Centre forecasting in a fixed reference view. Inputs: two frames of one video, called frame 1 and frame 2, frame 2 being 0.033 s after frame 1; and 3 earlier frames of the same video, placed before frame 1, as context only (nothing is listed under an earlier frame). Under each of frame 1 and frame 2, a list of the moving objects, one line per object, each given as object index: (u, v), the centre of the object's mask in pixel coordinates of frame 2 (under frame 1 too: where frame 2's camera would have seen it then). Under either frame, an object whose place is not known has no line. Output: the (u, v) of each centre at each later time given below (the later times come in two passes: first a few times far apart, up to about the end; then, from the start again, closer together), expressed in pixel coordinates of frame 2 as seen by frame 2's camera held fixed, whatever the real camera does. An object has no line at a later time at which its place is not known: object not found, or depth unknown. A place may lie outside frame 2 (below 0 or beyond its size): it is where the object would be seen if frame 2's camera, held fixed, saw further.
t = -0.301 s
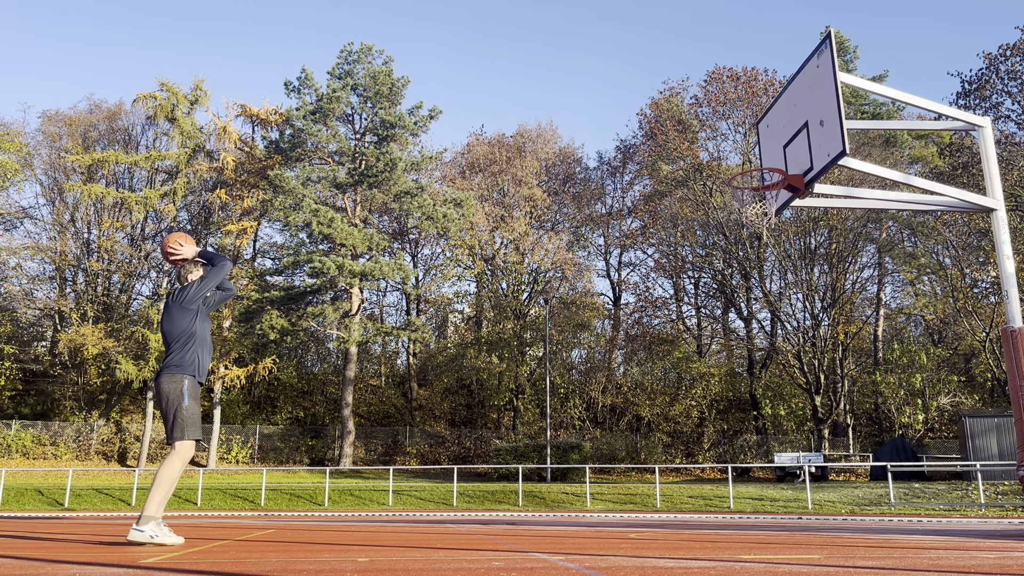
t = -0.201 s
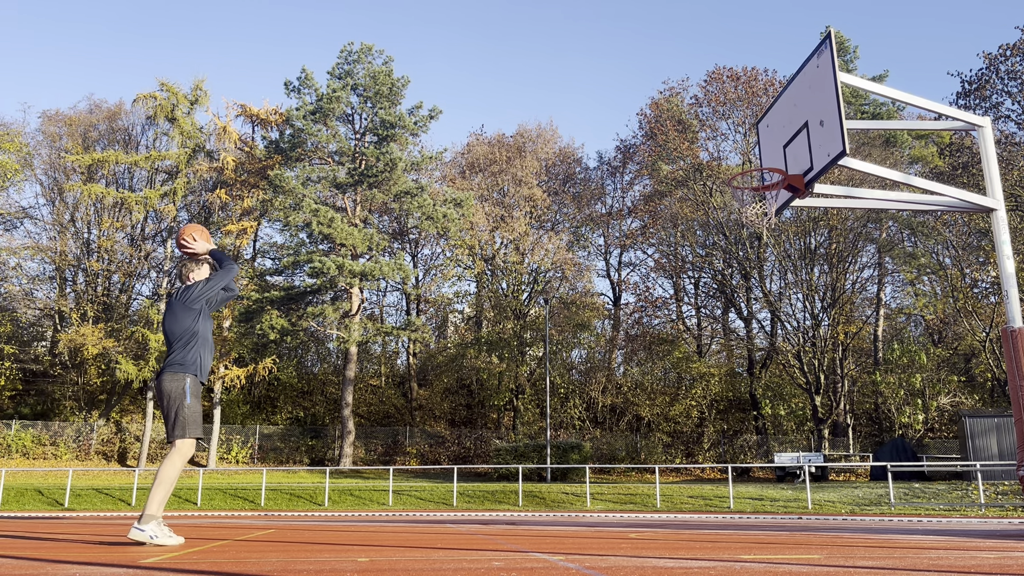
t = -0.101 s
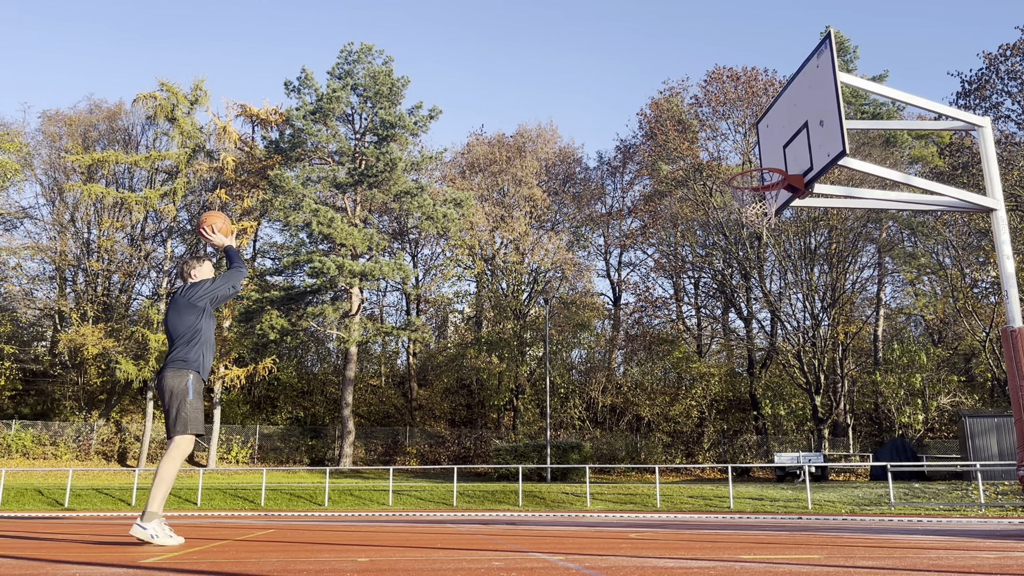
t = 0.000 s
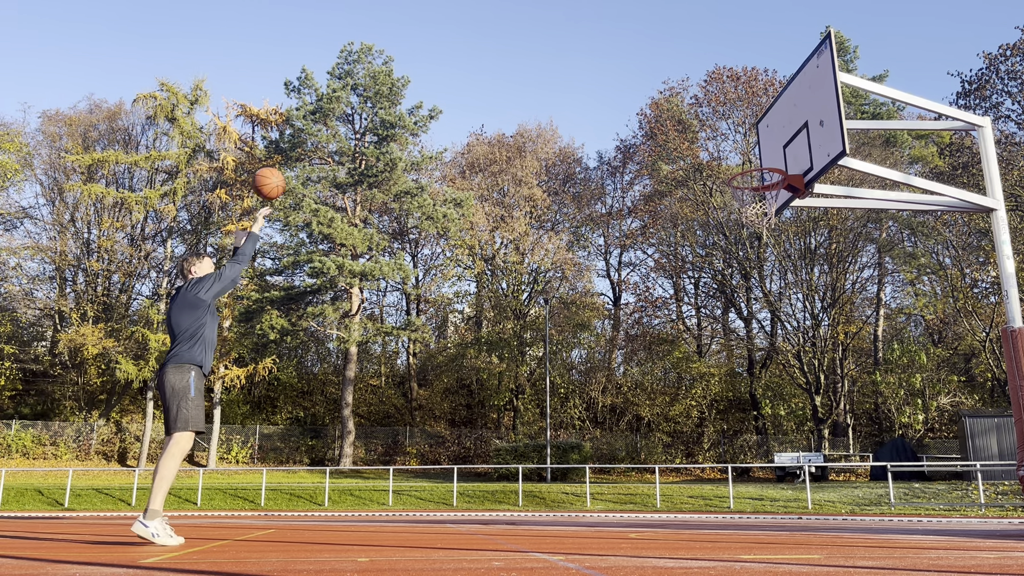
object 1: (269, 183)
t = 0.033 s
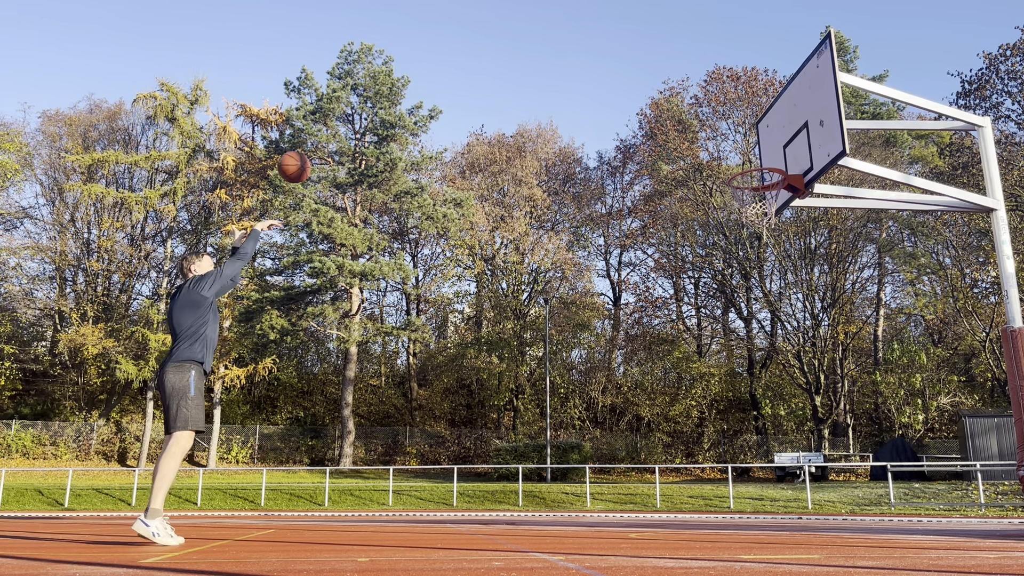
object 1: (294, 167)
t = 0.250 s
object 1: (445, 100)
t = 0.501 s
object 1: (595, 94)
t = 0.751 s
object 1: (732, 154)
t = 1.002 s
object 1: (745, 212)
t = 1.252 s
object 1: (758, 213)
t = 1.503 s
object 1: (773, 211)
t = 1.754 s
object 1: (752, 229)
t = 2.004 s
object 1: (732, 314)
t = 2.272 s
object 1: (716, 489)
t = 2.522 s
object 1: (695, 427)
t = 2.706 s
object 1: (679, 388)
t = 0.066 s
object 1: (319, 152)
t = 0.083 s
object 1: (331, 146)
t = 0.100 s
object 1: (344, 140)
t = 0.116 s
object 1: (355, 134)
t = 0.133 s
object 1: (367, 128)
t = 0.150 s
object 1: (379, 123)
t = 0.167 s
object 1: (390, 118)
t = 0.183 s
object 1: (401, 114)
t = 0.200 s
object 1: (413, 110)
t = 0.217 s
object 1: (423, 106)
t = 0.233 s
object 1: (434, 103)
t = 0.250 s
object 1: (445, 100)
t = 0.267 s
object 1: (455, 97)
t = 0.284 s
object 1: (466, 95)
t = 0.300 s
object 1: (476, 93)
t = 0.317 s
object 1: (487, 91)
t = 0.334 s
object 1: (497, 90)
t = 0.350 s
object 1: (507, 89)
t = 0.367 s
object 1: (517, 88)
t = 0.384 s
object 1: (527, 88)
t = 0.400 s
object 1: (537, 88)
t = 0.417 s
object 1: (547, 88)
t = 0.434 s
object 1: (557, 89)
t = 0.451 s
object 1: (566, 90)
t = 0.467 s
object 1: (576, 91)
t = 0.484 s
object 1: (585, 92)
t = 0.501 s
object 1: (595, 94)
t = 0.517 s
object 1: (605, 96)
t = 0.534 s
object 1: (614, 99)
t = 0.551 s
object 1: (623, 101)
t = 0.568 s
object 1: (633, 104)
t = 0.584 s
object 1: (642, 108)
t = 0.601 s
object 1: (651, 111)
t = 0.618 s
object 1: (660, 114)
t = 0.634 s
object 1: (670, 118)
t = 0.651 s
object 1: (679, 122)
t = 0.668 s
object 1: (688, 127)
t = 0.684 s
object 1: (697, 132)
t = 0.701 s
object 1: (705, 137)
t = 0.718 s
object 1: (714, 142)
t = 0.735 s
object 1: (723, 148)
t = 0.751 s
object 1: (732, 154)
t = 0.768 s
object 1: (741, 159)
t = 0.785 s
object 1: (751, 166)
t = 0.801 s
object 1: (759, 173)
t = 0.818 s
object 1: (767, 181)
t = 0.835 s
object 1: (772, 186)
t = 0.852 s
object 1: (774, 190)
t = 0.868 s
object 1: (767, 207)
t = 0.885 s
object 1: (769, 210)
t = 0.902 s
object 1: (765, 213)
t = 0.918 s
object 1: (763, 214)
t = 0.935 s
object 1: (757, 213)
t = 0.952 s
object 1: (753, 214)
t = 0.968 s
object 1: (749, 213)
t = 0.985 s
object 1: (749, 212)
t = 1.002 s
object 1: (745, 212)
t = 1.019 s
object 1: (744, 213)
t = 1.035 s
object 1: (744, 211)
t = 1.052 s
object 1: (743, 211)
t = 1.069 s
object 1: (743, 211)
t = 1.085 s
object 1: (743, 211)
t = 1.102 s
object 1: (744, 211)
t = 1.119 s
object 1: (745, 211)
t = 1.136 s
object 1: (746, 211)
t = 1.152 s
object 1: (746, 211)
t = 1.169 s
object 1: (748, 212)
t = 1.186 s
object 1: (750, 212)
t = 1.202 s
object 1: (751, 213)
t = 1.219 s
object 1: (753, 213)
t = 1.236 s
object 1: (756, 213)
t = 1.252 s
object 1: (758, 213)
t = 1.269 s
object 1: (759, 214)
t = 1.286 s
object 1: (763, 215)
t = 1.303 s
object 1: (767, 215)
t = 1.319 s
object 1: (767, 213)
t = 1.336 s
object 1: (767, 212)
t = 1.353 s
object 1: (769, 211)
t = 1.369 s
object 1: (770, 211)
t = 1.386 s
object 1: (771, 211)
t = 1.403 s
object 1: (772, 210)
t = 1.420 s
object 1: (772, 210)
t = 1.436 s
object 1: (773, 208)
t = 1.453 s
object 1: (772, 210)
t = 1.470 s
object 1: (773, 211)
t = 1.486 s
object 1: (773, 211)
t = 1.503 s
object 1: (773, 211)
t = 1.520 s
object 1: (772, 211)
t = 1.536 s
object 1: (771, 212)
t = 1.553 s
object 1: (771, 213)
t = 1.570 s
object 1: (768, 214)
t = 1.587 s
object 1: (767, 215)
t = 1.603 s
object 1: (765, 215)
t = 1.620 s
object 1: (764, 216)
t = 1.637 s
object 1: (763, 216)
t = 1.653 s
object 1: (761, 218)
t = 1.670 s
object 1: (761, 219)
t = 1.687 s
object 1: (758, 220)
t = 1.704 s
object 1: (757, 221)
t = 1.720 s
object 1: (756, 223)
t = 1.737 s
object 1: (754, 226)
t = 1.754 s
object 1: (752, 229)
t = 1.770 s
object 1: (751, 233)
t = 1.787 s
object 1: (750, 237)
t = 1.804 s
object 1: (748, 241)
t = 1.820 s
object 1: (747, 245)
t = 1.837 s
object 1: (745, 250)
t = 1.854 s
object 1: (744, 255)
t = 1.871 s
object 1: (743, 260)
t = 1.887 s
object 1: (741, 266)
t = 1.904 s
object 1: (740, 272)
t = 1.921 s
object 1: (739, 278)
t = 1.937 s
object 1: (737, 285)
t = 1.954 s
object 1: (736, 291)
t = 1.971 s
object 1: (735, 299)
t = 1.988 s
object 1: (734, 306)
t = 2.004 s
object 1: (732, 314)
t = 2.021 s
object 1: (731, 323)
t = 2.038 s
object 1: (730, 331)
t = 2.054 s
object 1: (729, 340)
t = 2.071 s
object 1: (727, 349)
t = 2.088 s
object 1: (727, 359)
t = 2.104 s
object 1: (726, 369)
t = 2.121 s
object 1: (725, 379)
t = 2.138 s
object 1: (724, 390)
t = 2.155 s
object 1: (723, 402)
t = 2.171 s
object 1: (722, 412)
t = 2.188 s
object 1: (721, 425)
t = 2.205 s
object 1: (719, 437)
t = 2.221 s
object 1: (719, 449)
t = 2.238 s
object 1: (718, 462)
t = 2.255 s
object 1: (717, 476)
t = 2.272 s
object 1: (716, 489)
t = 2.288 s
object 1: (715, 504)
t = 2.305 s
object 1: (714, 518)
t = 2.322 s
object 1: (713, 517)
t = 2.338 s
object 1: (711, 508)
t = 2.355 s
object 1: (710, 499)
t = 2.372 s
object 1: (708, 489)
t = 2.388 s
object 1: (706, 481)
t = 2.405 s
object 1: (705, 473)
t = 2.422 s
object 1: (704, 466)
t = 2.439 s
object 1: (702, 458)
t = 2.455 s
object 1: (700, 451)
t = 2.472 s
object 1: (699, 445)
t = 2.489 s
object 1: (697, 438)
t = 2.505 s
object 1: (696, 433)
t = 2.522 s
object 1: (695, 427)
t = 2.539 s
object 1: (693, 422)
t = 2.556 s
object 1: (692, 417)
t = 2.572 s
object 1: (690, 413)
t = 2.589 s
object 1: (689, 408)
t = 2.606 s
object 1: (688, 404)
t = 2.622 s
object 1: (686, 401)
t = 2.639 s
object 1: (685, 398)
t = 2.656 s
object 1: (684, 395)
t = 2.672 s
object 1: (683, 393)
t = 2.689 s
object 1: (681, 391)
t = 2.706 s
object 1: (679, 388)
